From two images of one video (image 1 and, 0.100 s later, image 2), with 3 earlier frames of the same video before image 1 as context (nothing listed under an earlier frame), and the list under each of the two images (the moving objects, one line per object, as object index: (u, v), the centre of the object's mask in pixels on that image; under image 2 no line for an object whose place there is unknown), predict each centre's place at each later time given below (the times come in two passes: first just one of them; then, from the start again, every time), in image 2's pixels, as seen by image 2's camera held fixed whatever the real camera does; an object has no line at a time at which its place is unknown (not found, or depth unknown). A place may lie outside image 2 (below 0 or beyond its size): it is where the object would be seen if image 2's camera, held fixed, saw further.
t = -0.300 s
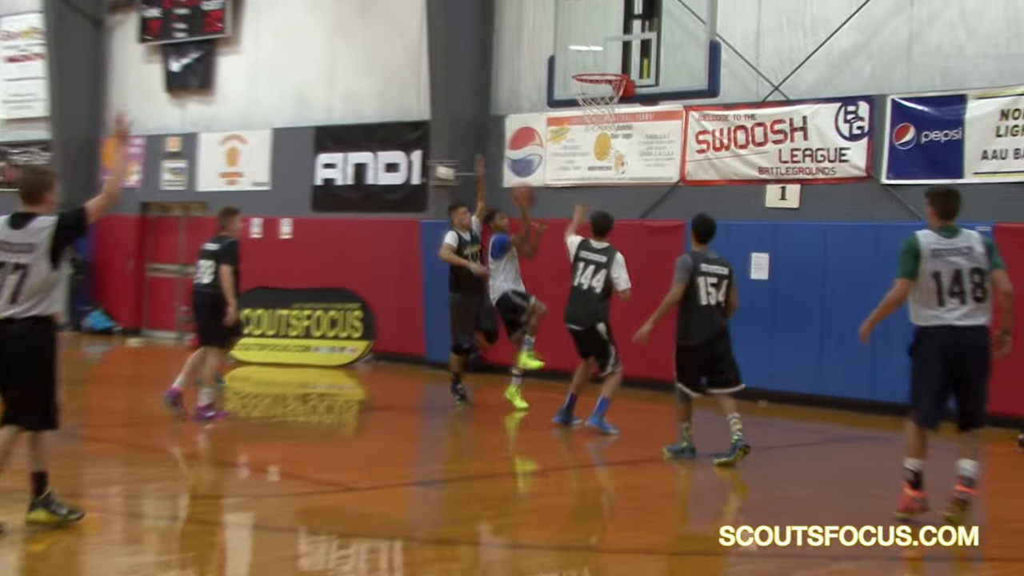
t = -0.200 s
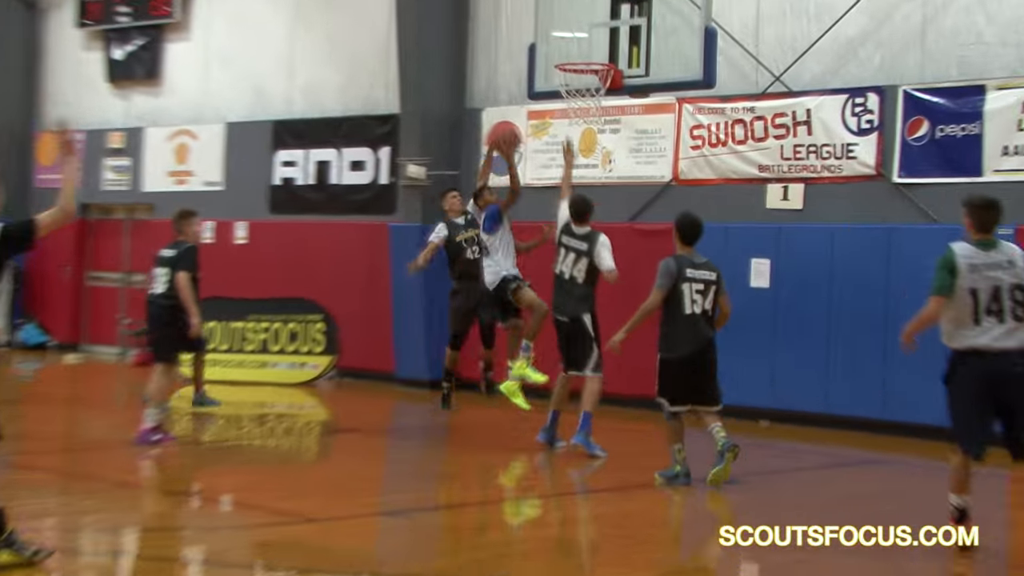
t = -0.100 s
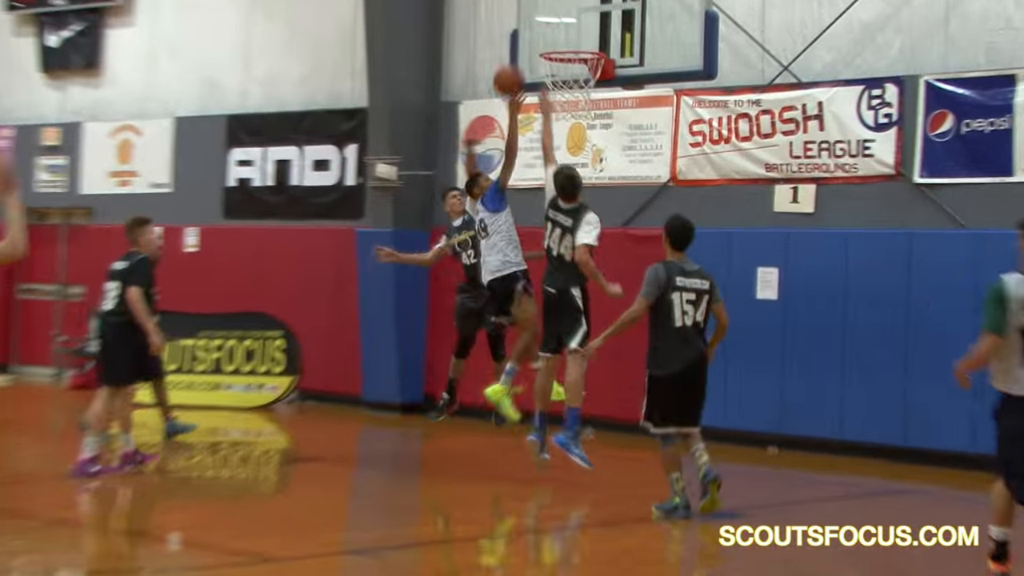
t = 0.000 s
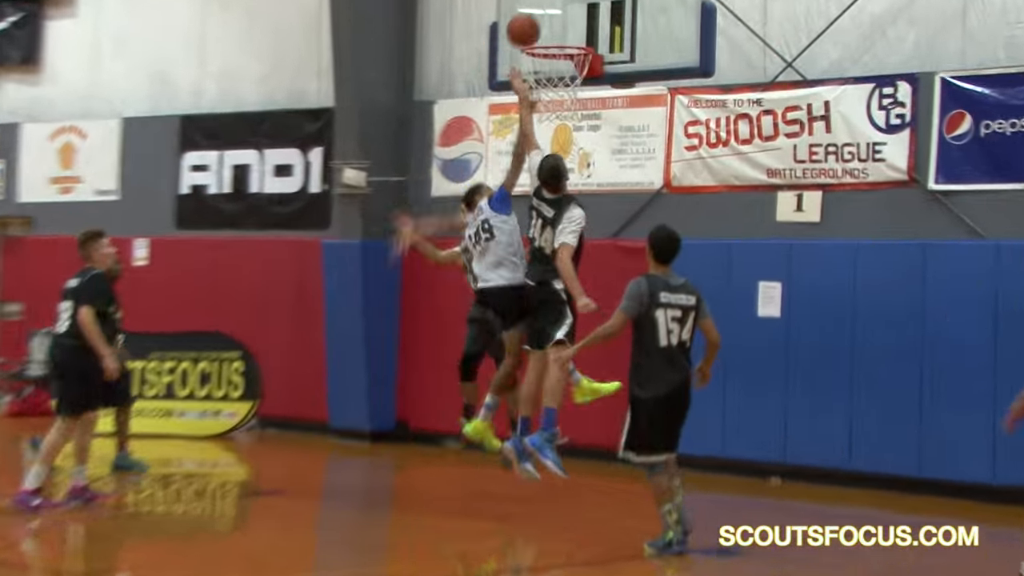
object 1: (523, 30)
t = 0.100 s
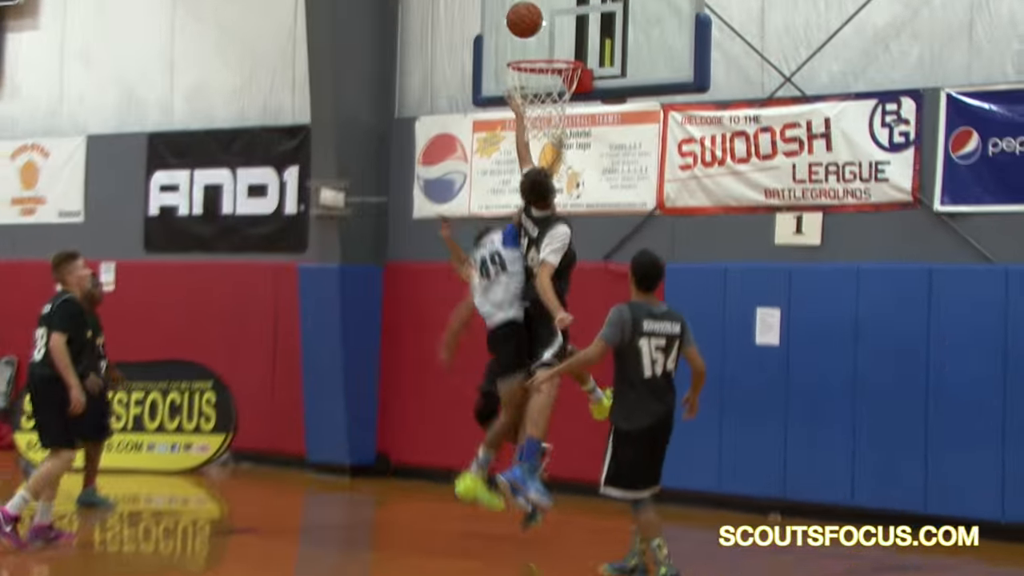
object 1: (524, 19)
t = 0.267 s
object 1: (526, 22)
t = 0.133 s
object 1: (525, 17)
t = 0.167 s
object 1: (525, 16)
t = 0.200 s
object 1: (526, 17)
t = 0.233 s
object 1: (526, 18)
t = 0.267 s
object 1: (526, 22)
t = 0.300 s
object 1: (527, 28)
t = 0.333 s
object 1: (527, 35)
